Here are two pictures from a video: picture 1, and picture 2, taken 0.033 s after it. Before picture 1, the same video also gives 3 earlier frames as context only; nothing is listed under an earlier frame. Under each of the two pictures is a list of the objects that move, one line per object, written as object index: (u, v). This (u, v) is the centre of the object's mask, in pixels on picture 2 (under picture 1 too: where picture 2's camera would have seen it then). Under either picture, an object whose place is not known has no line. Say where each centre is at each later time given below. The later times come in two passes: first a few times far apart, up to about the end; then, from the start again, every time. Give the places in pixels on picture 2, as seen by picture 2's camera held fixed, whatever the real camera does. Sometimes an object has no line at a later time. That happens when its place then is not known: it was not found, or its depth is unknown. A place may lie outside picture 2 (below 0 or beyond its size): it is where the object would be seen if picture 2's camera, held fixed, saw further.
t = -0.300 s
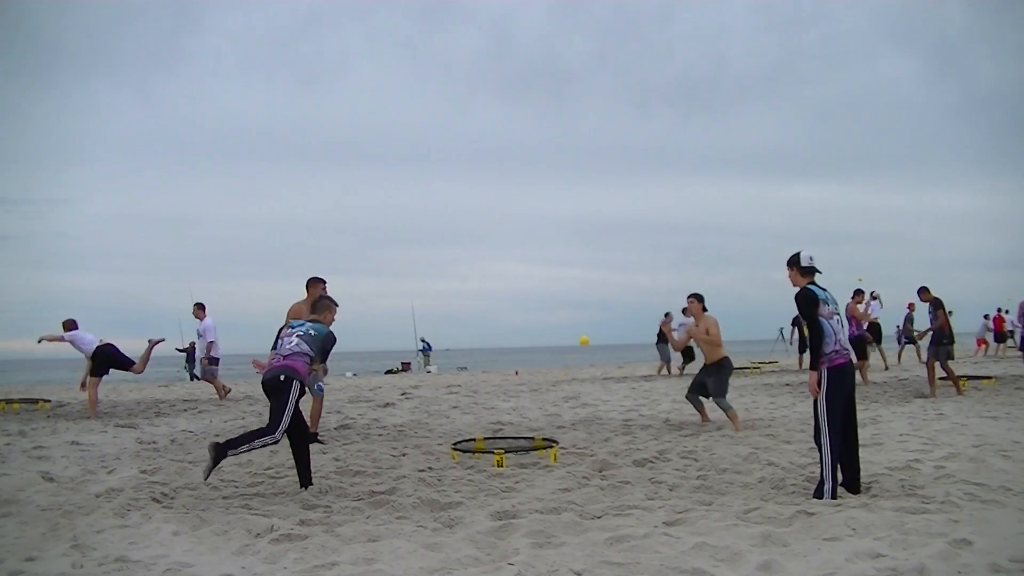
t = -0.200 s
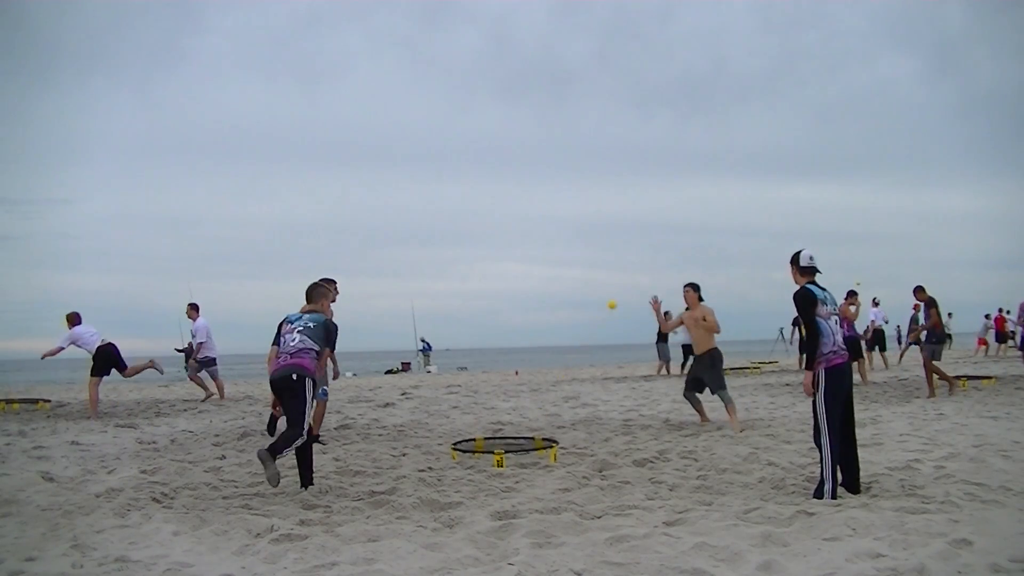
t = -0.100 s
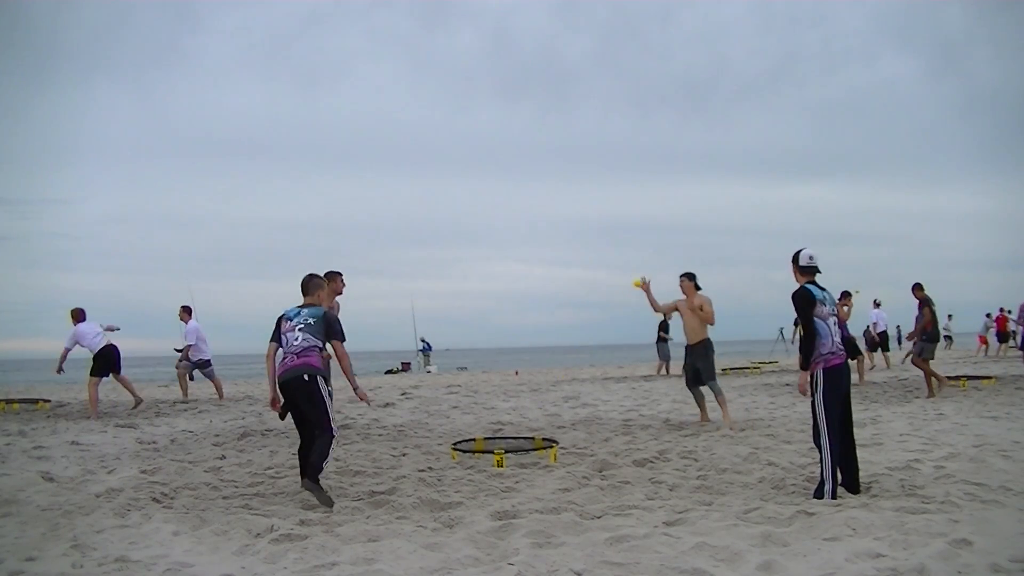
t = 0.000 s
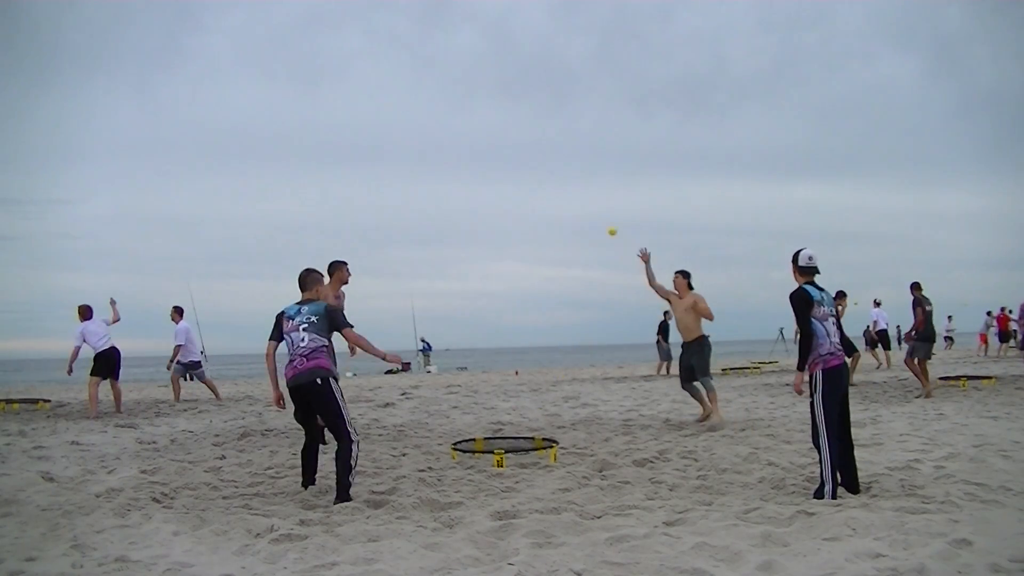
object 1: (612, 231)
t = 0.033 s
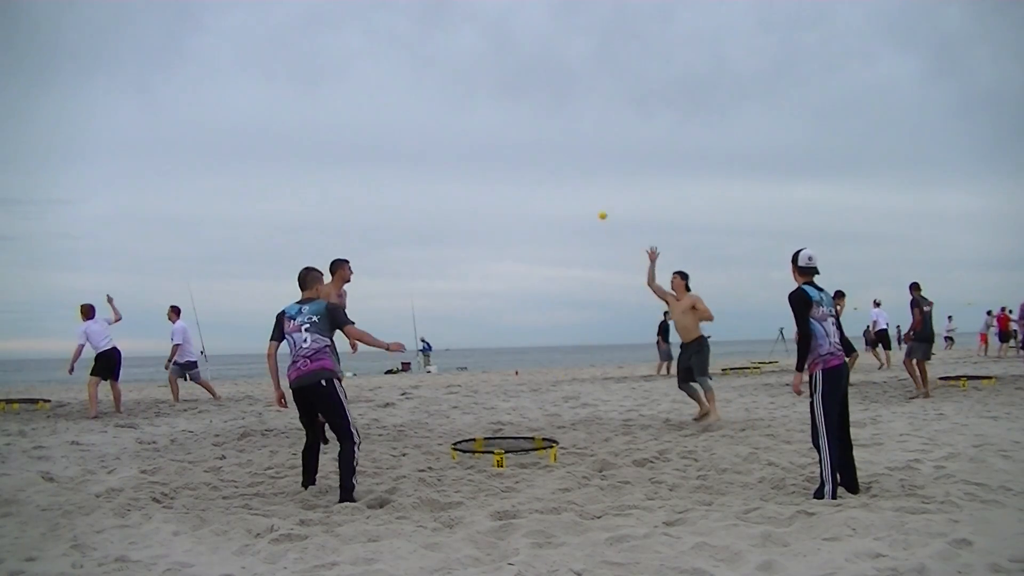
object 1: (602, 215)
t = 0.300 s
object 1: (528, 123)
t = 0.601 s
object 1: (452, 94)
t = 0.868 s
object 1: (388, 136)
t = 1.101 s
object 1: (334, 228)
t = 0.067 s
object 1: (593, 201)
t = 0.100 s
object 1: (584, 186)
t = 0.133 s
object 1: (574, 173)
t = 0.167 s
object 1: (565, 161)
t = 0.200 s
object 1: (556, 149)
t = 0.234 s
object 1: (546, 140)
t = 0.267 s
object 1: (537, 131)
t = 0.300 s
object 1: (528, 123)
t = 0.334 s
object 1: (519, 115)
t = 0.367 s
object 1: (510, 109)
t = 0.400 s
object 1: (502, 104)
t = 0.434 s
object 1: (493, 100)
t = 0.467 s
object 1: (485, 97)
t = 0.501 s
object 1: (476, 94)
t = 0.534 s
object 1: (468, 93)
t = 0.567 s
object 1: (460, 93)
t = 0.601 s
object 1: (452, 94)
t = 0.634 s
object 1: (443, 96)
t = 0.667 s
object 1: (435, 99)
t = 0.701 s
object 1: (427, 102)
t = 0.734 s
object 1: (419, 107)
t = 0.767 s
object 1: (411, 113)
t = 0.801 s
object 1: (403, 120)
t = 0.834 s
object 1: (396, 128)
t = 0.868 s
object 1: (388, 136)
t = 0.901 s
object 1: (380, 146)
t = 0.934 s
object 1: (372, 158)
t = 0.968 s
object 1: (364, 169)
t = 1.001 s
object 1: (357, 183)
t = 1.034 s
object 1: (349, 197)
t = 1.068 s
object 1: (342, 212)
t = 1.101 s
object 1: (334, 228)
